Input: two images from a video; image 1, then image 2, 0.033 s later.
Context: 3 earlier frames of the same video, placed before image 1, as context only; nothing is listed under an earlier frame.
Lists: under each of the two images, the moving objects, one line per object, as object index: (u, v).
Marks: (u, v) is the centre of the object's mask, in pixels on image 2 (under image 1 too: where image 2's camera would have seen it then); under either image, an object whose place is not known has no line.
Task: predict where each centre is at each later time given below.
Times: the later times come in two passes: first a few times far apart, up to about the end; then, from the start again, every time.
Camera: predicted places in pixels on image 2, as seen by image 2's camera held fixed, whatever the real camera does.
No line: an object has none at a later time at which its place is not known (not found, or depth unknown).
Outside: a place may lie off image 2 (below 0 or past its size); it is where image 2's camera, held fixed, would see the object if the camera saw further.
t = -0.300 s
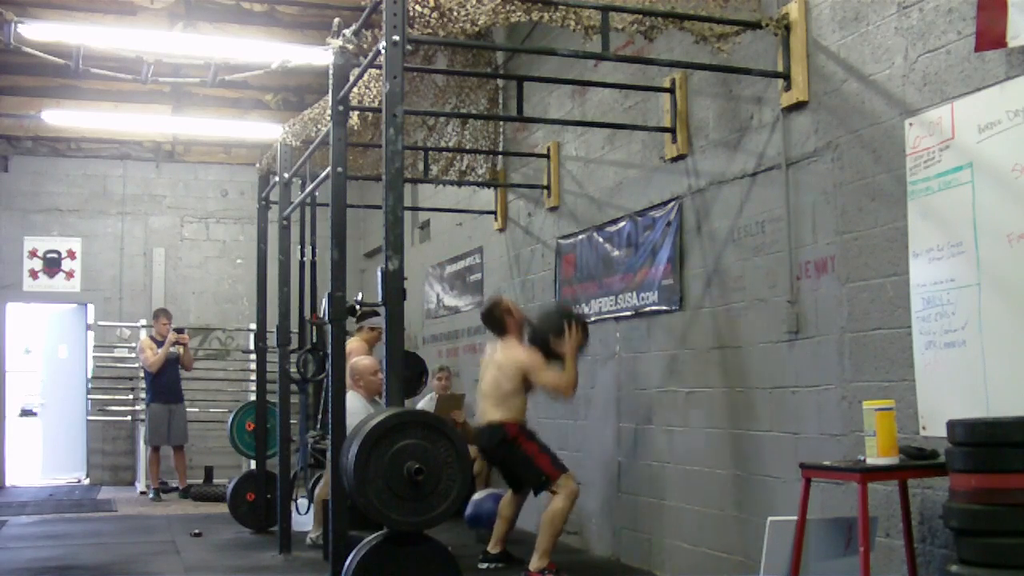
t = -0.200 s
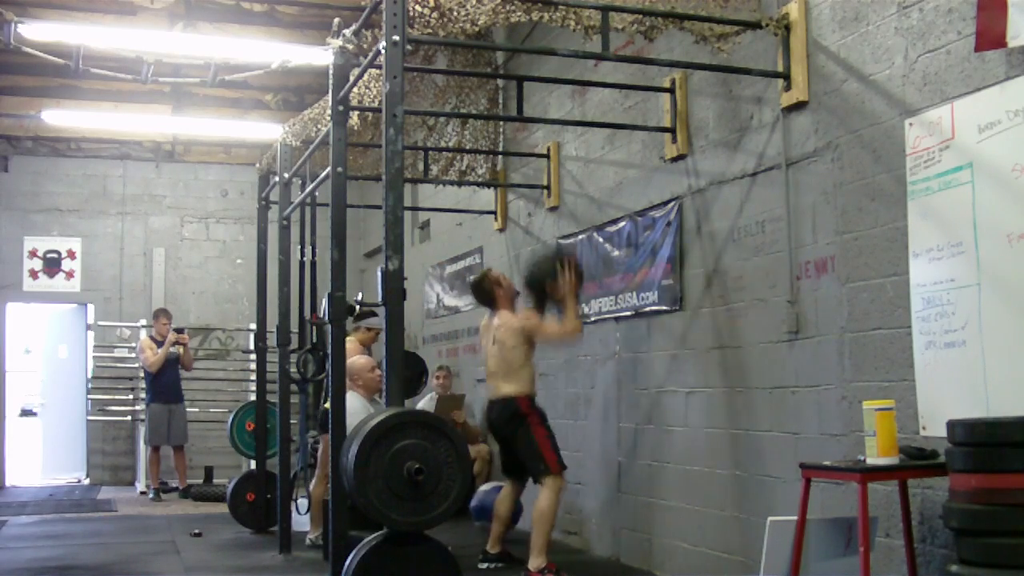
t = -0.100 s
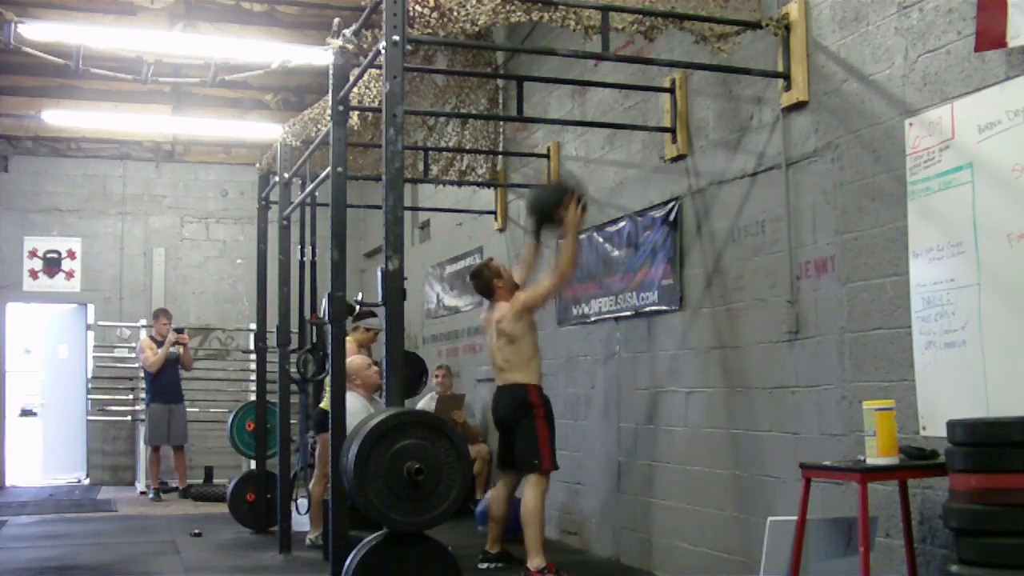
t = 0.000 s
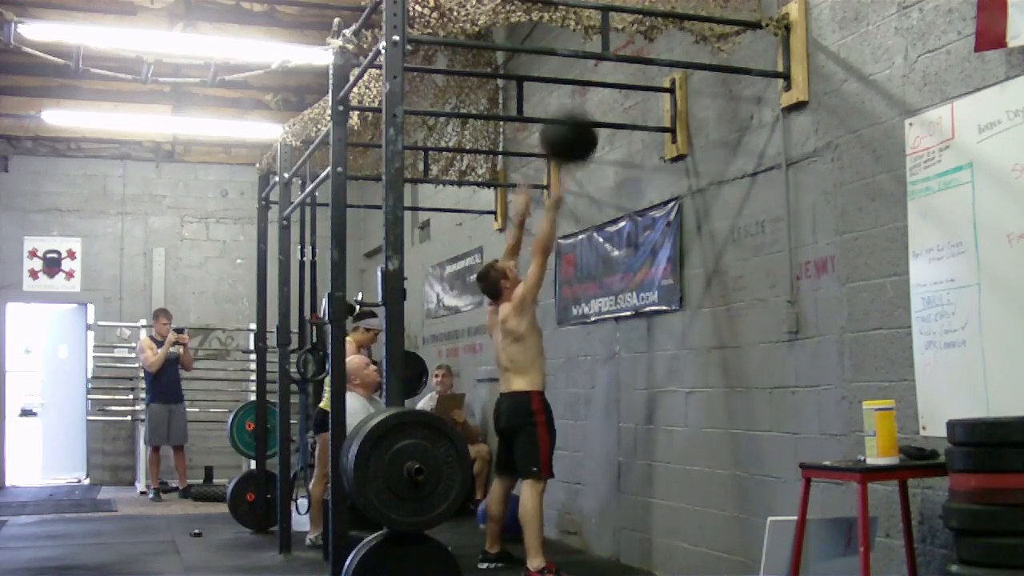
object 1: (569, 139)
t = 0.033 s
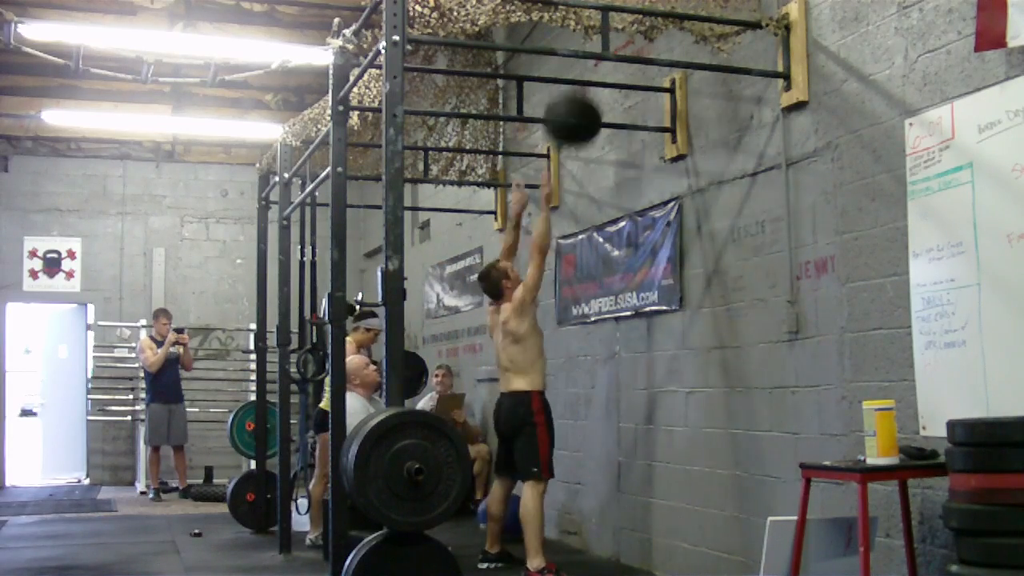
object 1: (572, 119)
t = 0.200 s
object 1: (588, 60)
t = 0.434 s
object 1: (600, 46)
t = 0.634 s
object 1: (588, 87)
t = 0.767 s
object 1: (579, 163)
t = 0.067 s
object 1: (577, 102)
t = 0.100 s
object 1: (581, 88)
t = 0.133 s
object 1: (584, 74)
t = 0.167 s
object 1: (586, 65)
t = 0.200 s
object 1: (588, 60)
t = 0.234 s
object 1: (596, 53)
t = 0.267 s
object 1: (600, 49)
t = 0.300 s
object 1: (609, 45)
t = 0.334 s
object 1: (609, 44)
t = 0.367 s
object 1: (609, 43)
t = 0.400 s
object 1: (600, 44)
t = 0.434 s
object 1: (600, 46)
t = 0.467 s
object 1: (598, 49)
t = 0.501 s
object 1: (596, 52)
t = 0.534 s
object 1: (593, 58)
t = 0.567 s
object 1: (589, 66)
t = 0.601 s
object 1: (589, 74)
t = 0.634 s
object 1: (588, 87)
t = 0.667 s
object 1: (586, 101)
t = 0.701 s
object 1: (583, 119)
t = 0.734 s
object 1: (581, 137)
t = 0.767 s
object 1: (579, 163)
